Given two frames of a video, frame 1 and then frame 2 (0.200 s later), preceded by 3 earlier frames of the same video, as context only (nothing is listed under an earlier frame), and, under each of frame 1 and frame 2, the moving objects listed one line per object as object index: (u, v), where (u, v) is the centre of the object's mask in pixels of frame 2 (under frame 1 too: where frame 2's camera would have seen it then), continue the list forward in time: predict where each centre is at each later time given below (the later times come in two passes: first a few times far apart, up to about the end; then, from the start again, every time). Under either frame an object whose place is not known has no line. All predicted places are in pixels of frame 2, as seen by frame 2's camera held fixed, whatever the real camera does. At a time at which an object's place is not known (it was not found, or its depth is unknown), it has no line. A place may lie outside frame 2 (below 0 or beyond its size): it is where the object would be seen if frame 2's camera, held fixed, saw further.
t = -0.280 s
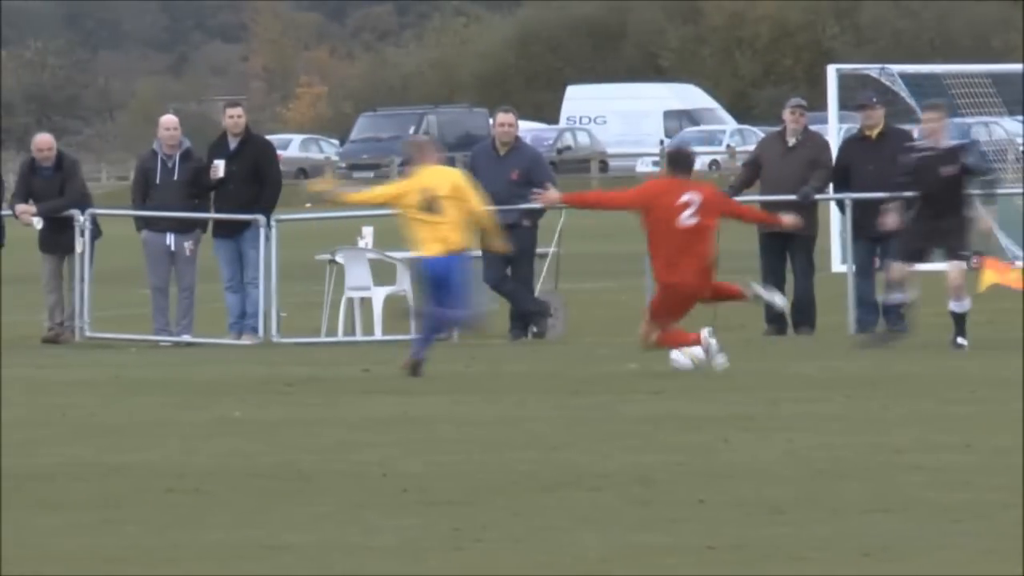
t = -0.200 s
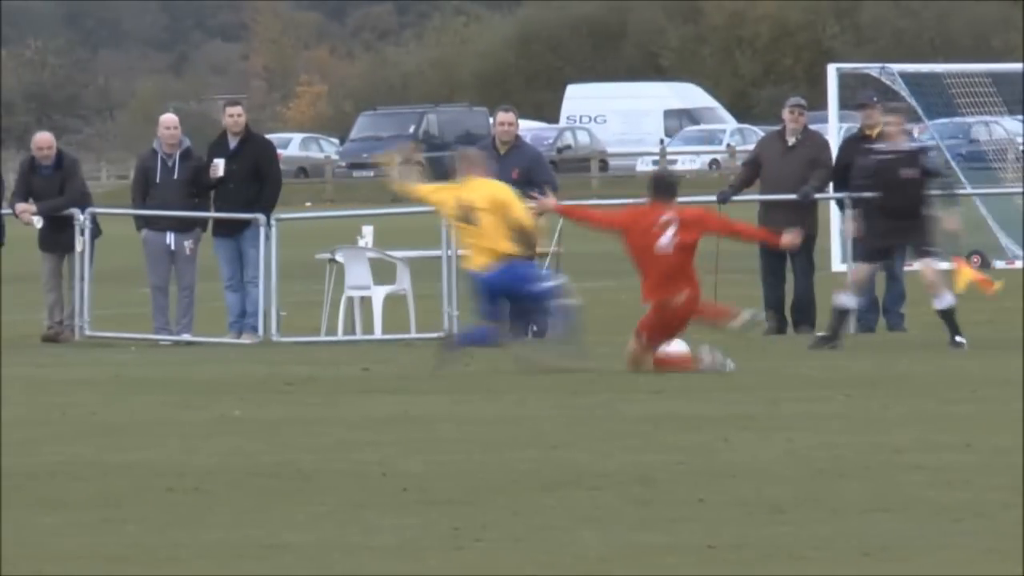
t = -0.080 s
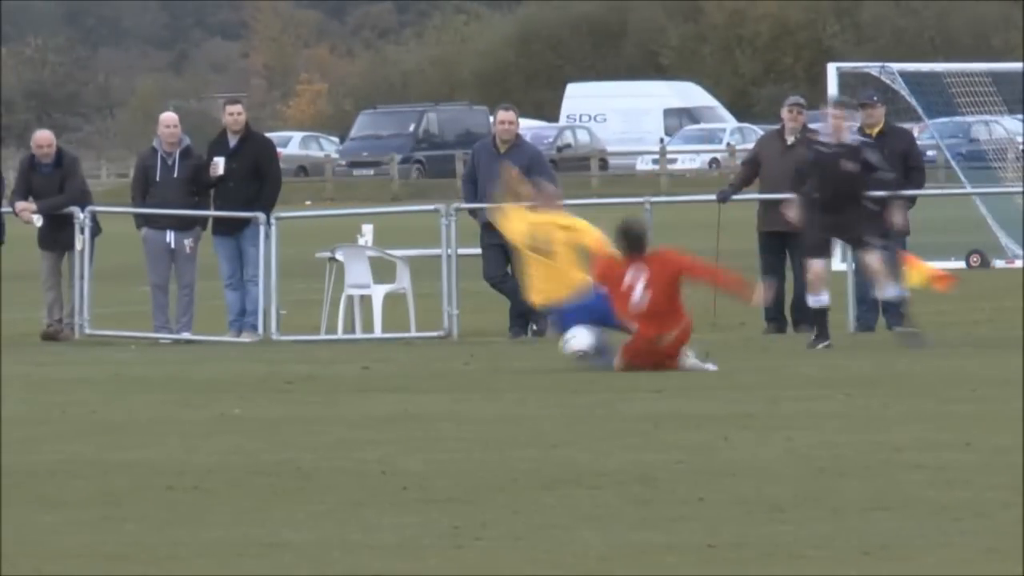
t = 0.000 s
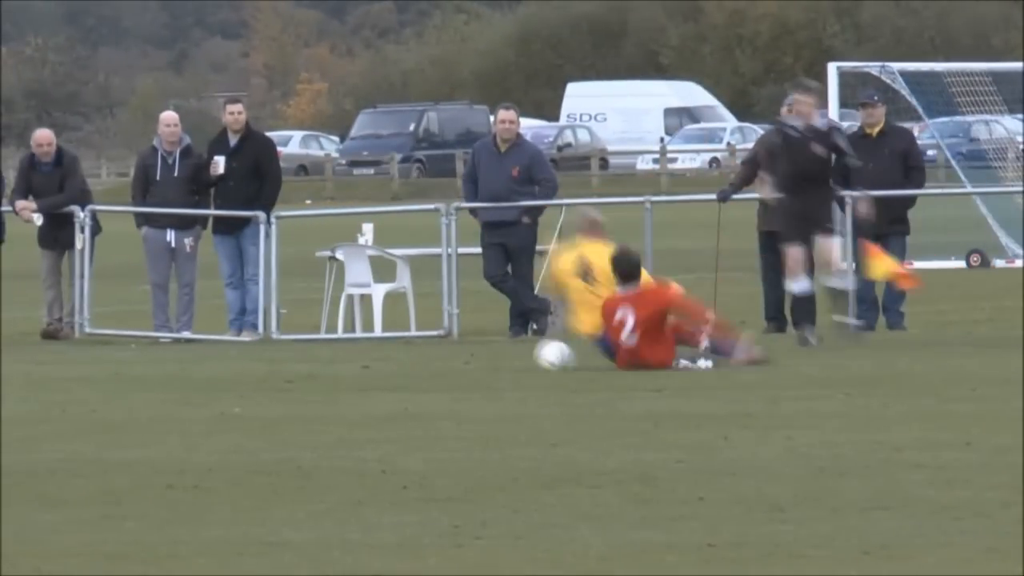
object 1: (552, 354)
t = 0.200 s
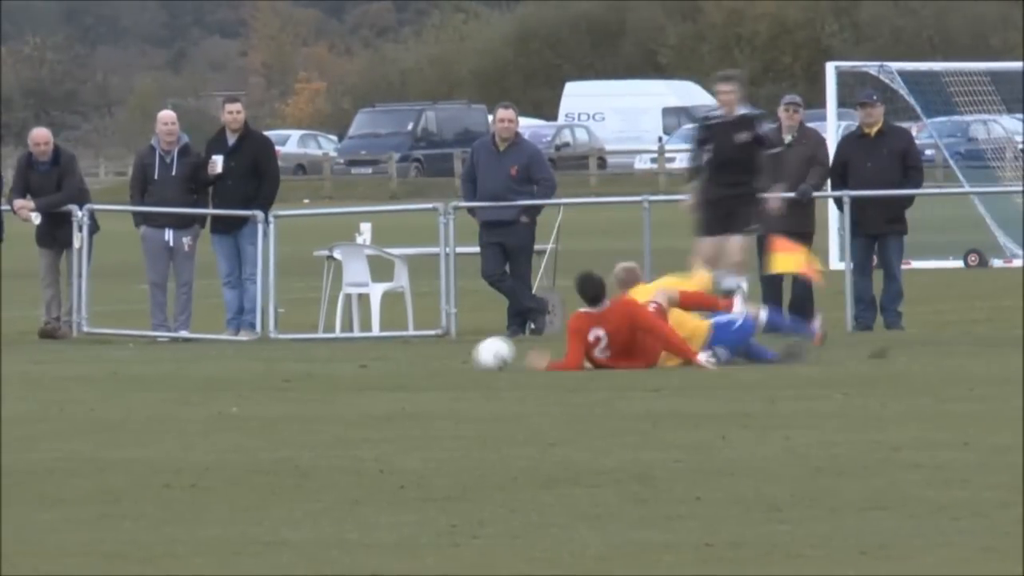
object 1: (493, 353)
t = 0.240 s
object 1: (482, 357)
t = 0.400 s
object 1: (437, 355)
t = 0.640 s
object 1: (378, 356)
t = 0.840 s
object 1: (335, 357)
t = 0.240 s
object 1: (482, 357)
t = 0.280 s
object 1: (470, 355)
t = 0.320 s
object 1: (458, 354)
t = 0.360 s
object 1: (448, 355)
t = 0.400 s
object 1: (437, 355)
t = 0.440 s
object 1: (426, 356)
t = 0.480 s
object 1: (416, 356)
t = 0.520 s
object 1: (406, 357)
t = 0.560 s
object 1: (397, 358)
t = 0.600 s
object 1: (387, 357)
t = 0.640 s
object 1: (378, 356)
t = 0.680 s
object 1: (369, 356)
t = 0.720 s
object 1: (360, 357)
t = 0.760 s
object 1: (351, 357)
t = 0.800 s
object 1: (342, 357)
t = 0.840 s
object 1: (335, 357)
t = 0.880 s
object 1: (327, 358)
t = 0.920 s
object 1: (319, 358)
